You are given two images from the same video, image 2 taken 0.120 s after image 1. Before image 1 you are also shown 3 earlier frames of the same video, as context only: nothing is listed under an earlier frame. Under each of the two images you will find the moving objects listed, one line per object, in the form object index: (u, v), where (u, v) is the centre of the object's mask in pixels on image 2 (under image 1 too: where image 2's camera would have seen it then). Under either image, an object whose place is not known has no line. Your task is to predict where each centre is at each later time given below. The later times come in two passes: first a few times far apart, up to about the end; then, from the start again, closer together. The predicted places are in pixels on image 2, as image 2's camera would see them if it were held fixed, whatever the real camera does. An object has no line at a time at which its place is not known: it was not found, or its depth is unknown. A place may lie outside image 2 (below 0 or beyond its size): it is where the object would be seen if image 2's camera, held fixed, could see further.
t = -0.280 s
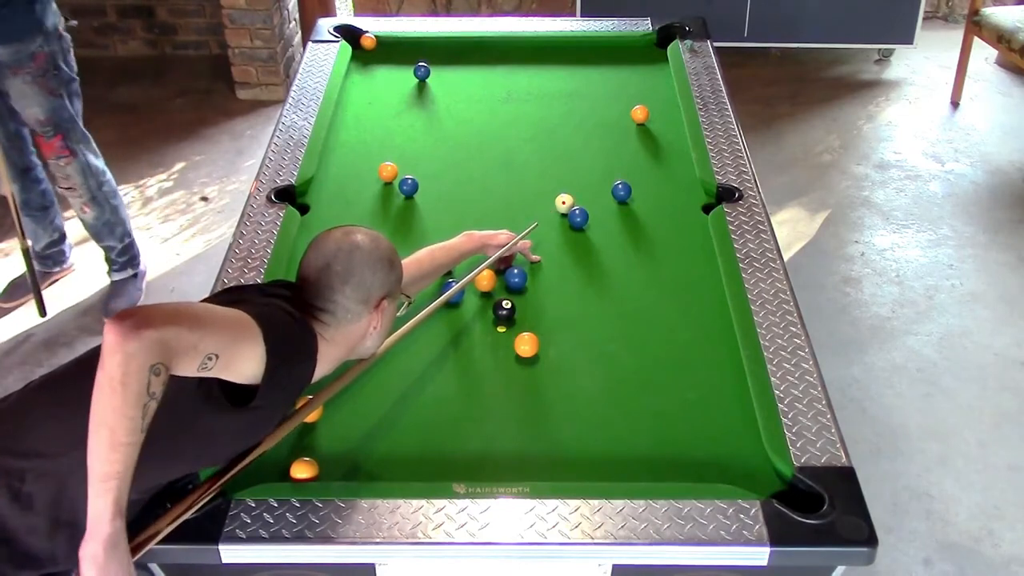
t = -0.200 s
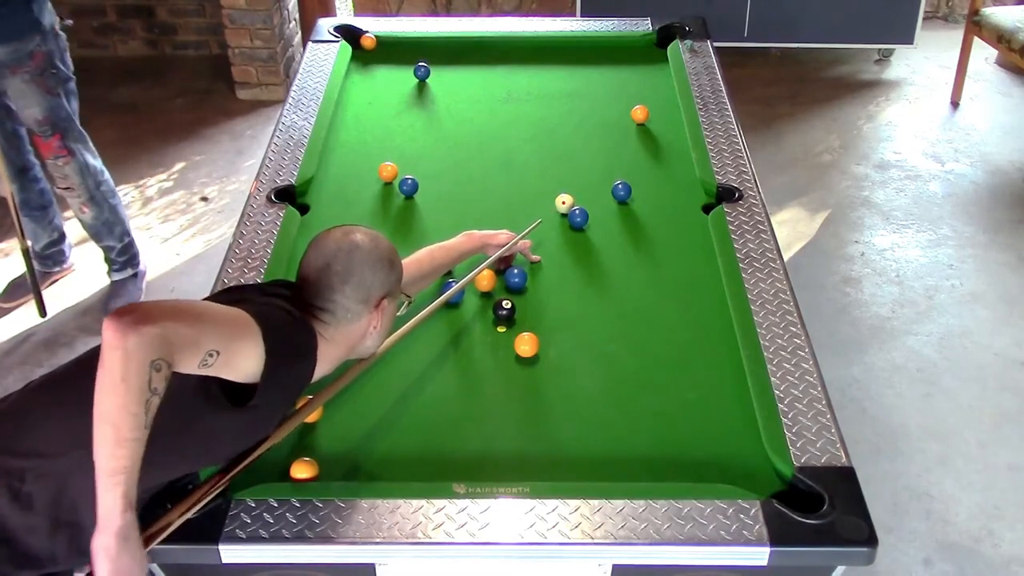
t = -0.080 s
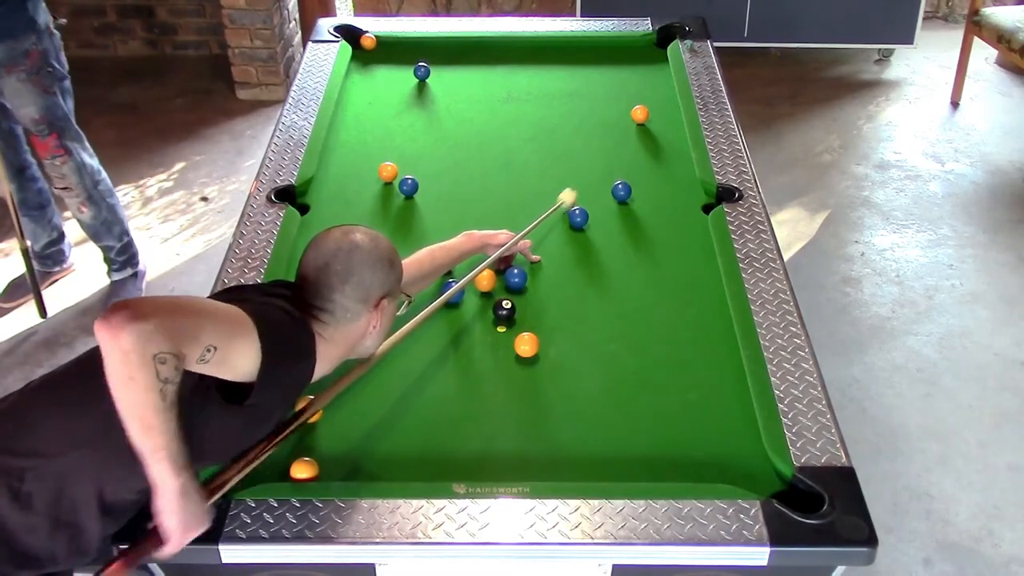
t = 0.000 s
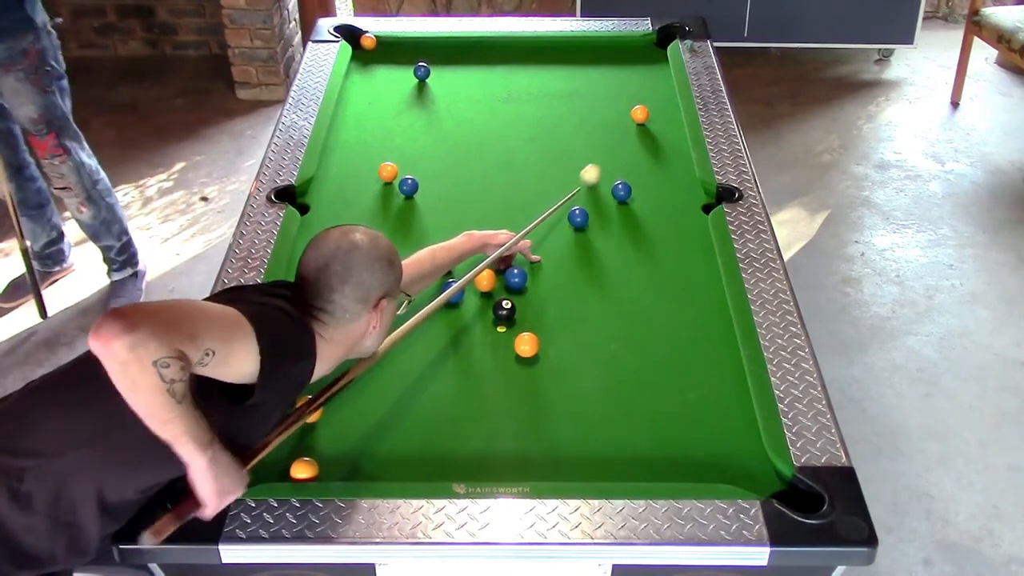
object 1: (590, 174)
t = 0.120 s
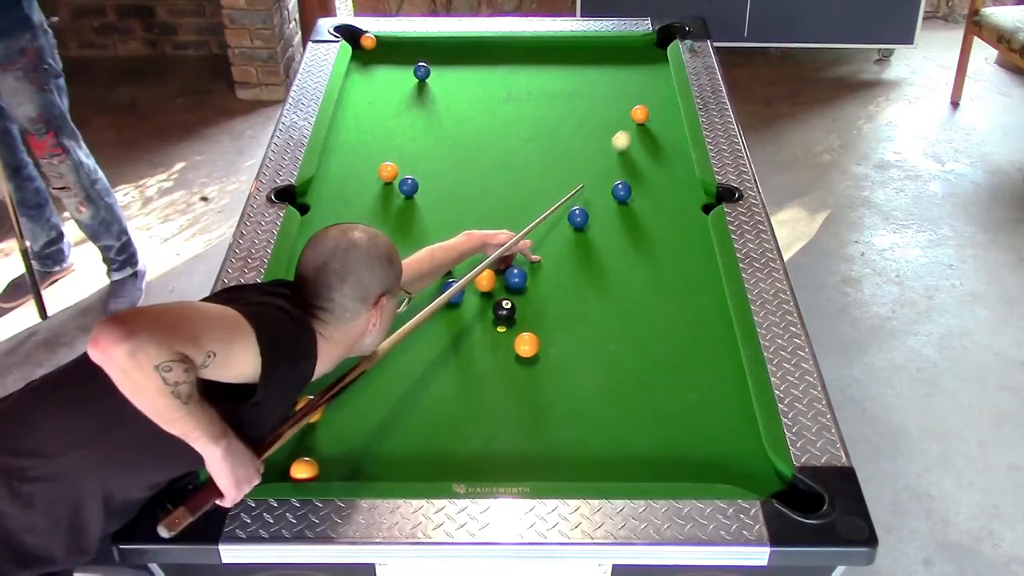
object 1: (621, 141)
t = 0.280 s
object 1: (652, 124)
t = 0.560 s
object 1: (658, 116)
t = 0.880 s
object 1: (626, 109)
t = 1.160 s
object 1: (602, 105)
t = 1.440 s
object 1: (582, 101)
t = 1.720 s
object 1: (564, 98)
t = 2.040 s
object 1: (549, 96)
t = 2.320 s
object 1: (539, 94)
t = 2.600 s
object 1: (532, 93)
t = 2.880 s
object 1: (528, 93)
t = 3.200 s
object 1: (528, 93)
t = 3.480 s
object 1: (528, 93)
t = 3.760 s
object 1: (528, 93)
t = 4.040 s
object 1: (528, 93)
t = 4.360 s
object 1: (528, 93)
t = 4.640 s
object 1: (528, 93)
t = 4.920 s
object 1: (528, 93)
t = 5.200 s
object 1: (528, 93)
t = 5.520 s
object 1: (528, 93)
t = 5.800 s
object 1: (528, 93)
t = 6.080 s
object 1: (528, 93)
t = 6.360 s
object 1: (528, 93)
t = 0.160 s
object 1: (631, 130)
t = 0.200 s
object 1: (640, 123)
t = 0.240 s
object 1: (646, 124)
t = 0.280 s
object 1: (652, 124)
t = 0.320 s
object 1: (659, 123)
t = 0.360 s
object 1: (665, 121)
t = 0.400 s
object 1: (672, 120)
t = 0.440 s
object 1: (671, 119)
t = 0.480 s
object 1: (667, 118)
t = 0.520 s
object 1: (662, 117)
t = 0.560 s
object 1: (658, 116)
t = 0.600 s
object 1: (654, 115)
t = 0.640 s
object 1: (649, 114)
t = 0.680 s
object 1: (645, 113)
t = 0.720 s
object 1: (641, 112)
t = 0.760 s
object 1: (637, 112)
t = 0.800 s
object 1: (634, 111)
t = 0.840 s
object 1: (630, 110)
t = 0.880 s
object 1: (626, 109)
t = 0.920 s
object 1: (622, 109)
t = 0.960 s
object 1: (618, 109)
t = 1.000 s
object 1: (615, 108)
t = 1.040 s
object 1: (612, 107)
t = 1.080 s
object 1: (608, 106)
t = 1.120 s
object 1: (605, 106)
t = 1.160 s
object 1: (602, 105)
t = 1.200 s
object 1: (598, 105)
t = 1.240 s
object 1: (596, 104)
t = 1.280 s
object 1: (593, 103)
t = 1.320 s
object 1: (590, 103)
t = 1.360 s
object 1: (587, 102)
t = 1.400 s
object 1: (584, 102)
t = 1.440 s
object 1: (582, 101)
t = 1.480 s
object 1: (579, 101)
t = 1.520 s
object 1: (576, 100)
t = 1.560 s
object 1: (574, 100)
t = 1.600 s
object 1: (571, 100)
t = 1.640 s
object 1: (569, 99)
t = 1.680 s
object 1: (566, 99)
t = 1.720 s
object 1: (564, 98)
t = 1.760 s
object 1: (562, 98)
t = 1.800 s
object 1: (560, 98)
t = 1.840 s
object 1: (558, 97)
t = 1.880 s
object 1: (556, 97)
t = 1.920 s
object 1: (554, 96)
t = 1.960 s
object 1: (552, 96)
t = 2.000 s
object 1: (550, 96)
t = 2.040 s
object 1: (549, 96)
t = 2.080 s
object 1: (547, 95)
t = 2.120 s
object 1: (546, 95)
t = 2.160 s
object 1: (544, 95)
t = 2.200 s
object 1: (543, 95)
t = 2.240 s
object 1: (541, 95)
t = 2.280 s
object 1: (540, 94)
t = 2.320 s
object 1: (539, 94)
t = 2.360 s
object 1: (538, 93)
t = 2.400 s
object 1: (537, 94)
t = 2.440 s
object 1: (536, 93)
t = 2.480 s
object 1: (535, 93)
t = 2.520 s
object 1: (534, 93)
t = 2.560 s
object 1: (533, 93)
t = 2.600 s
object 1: (532, 93)
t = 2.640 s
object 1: (532, 93)
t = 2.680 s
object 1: (531, 93)
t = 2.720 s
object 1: (530, 93)
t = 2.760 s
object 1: (529, 93)
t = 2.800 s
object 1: (529, 93)
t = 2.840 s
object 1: (528, 93)
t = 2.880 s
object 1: (528, 93)
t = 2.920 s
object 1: (528, 93)
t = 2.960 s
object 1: (527, 93)
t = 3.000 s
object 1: (527, 93)
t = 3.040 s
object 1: (527, 93)
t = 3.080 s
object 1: (528, 93)
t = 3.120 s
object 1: (528, 93)
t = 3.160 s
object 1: (528, 93)
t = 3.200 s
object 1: (528, 93)
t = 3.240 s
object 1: (528, 93)
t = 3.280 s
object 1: (528, 93)
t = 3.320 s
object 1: (528, 93)
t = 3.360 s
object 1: (528, 93)
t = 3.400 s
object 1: (528, 93)
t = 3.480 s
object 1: (528, 93)
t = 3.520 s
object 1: (528, 93)
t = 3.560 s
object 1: (528, 93)
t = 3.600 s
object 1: (528, 93)
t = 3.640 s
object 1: (528, 93)
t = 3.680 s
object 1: (528, 93)
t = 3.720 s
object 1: (528, 93)
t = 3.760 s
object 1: (528, 93)
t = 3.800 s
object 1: (528, 93)
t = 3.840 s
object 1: (528, 93)
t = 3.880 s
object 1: (528, 93)
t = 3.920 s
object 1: (528, 93)
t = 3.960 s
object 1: (528, 93)
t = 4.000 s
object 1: (528, 93)
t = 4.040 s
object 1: (528, 93)
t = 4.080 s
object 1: (528, 93)
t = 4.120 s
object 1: (528, 93)
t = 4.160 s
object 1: (528, 93)
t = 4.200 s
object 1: (528, 93)
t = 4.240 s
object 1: (528, 93)
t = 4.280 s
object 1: (528, 93)
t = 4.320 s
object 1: (528, 93)
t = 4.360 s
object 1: (528, 93)
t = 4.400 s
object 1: (528, 93)
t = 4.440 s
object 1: (528, 93)
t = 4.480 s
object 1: (528, 93)
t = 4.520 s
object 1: (528, 93)
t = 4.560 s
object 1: (528, 93)
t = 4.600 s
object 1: (528, 93)
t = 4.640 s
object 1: (528, 93)
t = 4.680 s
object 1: (528, 93)
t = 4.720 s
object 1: (528, 93)
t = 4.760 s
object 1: (528, 93)
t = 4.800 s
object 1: (528, 93)
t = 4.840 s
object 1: (528, 93)
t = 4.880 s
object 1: (528, 93)
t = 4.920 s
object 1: (528, 93)
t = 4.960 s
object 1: (528, 93)
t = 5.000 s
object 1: (528, 93)
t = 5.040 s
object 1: (528, 93)
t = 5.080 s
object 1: (528, 93)
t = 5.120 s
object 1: (528, 93)
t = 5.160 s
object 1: (528, 93)
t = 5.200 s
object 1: (528, 93)
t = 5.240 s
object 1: (528, 93)
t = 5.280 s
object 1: (528, 93)
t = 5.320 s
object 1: (528, 93)
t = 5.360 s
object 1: (528, 93)
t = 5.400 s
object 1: (528, 93)
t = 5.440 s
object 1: (528, 93)
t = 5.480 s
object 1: (528, 93)
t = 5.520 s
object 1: (528, 93)
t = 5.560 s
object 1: (528, 93)
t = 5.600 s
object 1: (528, 93)
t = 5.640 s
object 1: (528, 93)
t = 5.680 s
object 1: (528, 93)
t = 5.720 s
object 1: (528, 93)
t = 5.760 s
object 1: (528, 93)
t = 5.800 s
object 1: (528, 93)
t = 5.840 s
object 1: (528, 93)
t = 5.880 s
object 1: (528, 93)
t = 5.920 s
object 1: (528, 93)
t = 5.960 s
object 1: (528, 93)
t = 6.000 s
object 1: (528, 93)
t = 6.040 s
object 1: (528, 93)
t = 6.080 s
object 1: (528, 93)
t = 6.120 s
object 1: (528, 93)
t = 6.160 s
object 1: (528, 93)
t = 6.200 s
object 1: (528, 93)
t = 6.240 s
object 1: (528, 93)
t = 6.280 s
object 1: (528, 93)
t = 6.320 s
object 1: (528, 93)
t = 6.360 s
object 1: (528, 93)
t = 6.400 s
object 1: (528, 93)
